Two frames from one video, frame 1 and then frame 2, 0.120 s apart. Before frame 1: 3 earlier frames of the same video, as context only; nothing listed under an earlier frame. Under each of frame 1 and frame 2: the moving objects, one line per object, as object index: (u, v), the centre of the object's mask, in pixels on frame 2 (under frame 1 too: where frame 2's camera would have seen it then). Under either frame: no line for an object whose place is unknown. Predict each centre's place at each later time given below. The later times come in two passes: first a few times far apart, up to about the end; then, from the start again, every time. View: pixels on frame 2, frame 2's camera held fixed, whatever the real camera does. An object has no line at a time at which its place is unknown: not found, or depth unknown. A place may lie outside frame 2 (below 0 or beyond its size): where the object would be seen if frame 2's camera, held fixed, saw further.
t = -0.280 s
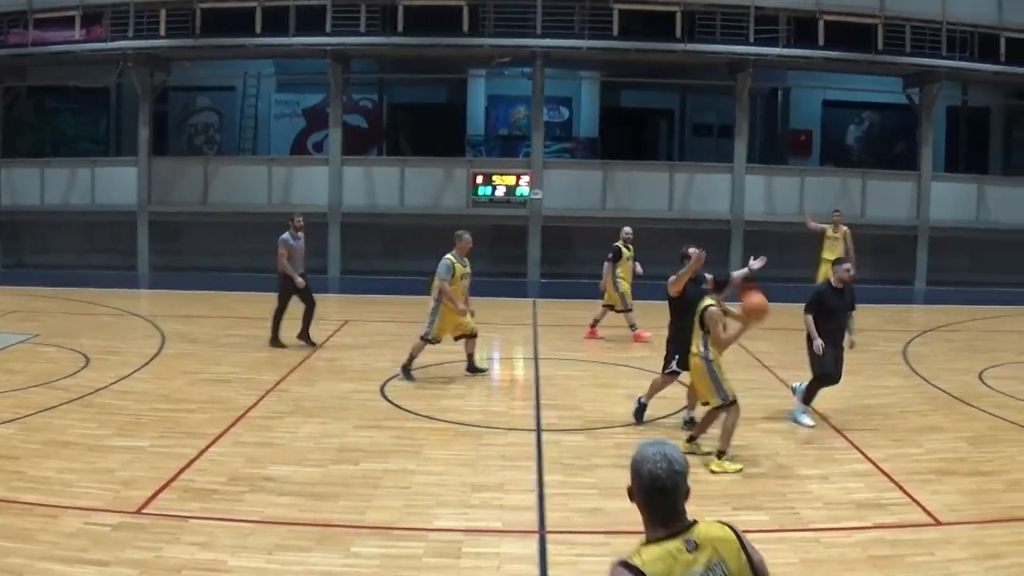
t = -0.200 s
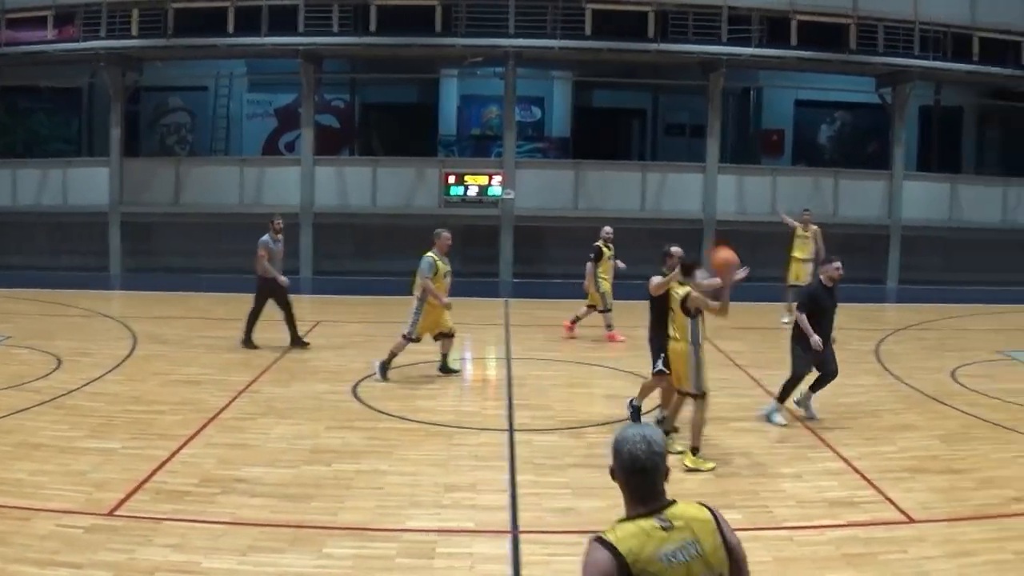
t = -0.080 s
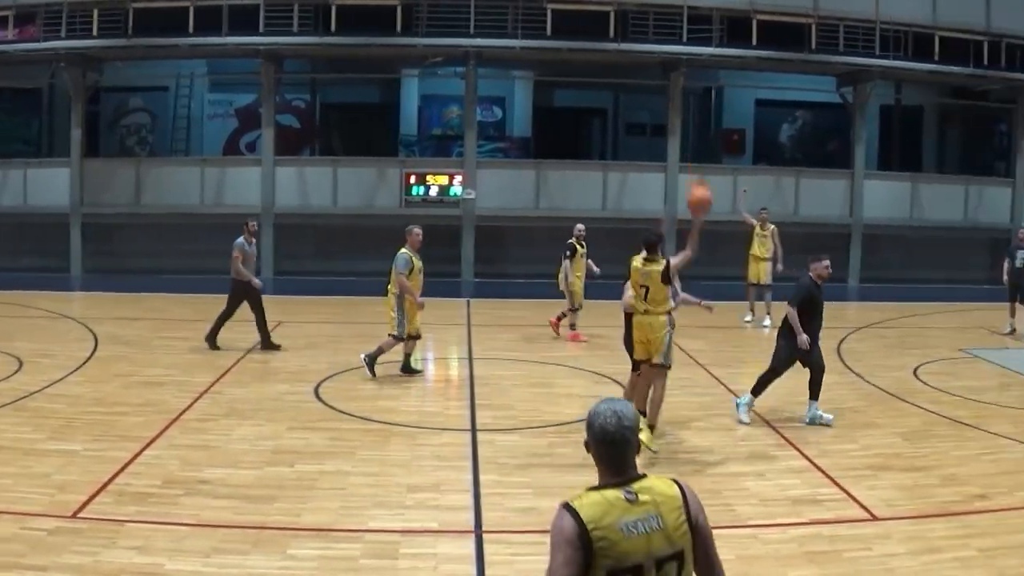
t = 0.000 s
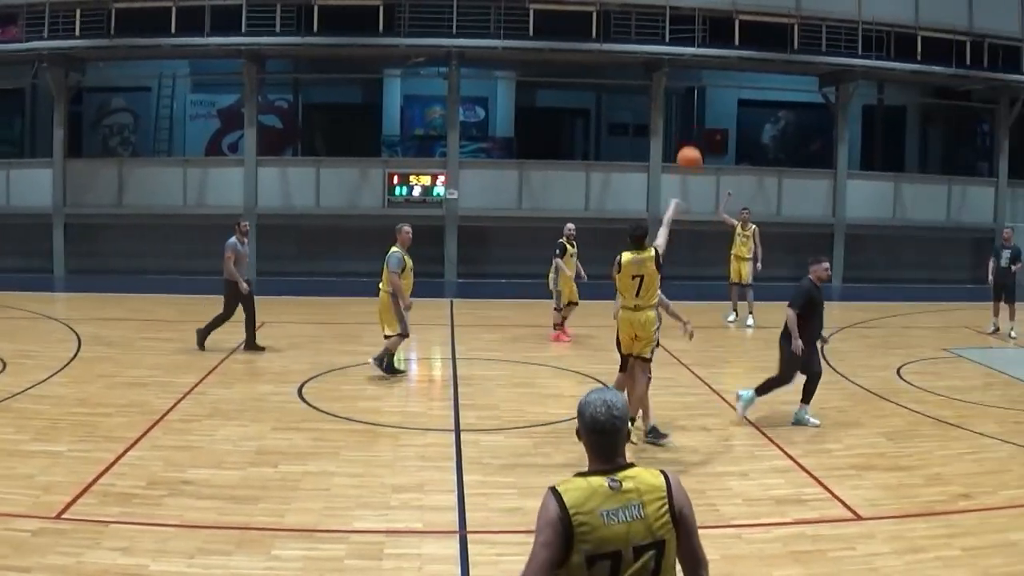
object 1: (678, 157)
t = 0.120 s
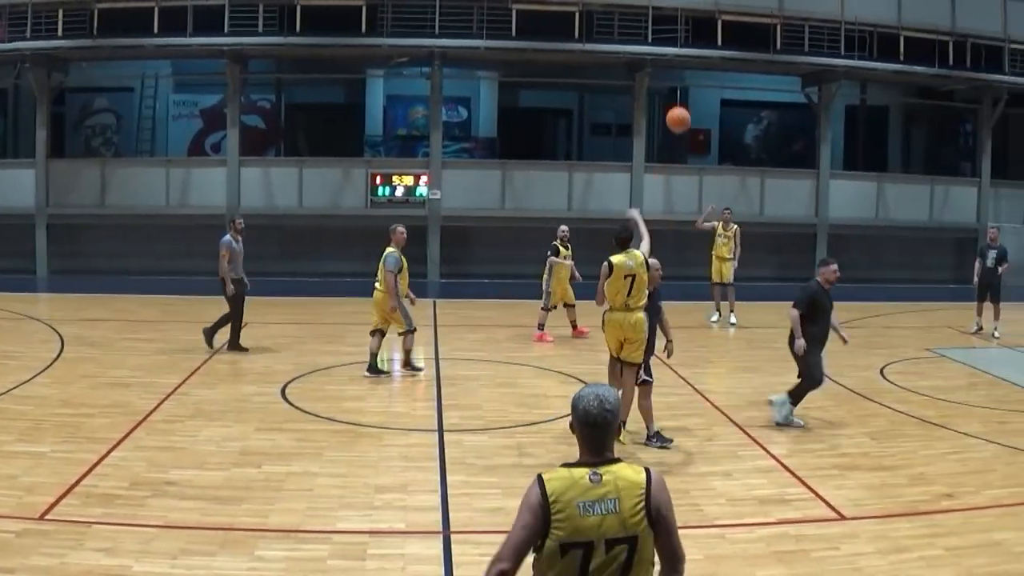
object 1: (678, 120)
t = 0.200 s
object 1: (678, 103)
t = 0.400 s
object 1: (678, 91)
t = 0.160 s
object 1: (678, 110)
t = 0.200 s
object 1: (678, 103)
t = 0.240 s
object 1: (677, 97)
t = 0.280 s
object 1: (677, 93)
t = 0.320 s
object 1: (677, 91)
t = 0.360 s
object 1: (677, 91)
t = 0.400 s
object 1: (678, 91)
